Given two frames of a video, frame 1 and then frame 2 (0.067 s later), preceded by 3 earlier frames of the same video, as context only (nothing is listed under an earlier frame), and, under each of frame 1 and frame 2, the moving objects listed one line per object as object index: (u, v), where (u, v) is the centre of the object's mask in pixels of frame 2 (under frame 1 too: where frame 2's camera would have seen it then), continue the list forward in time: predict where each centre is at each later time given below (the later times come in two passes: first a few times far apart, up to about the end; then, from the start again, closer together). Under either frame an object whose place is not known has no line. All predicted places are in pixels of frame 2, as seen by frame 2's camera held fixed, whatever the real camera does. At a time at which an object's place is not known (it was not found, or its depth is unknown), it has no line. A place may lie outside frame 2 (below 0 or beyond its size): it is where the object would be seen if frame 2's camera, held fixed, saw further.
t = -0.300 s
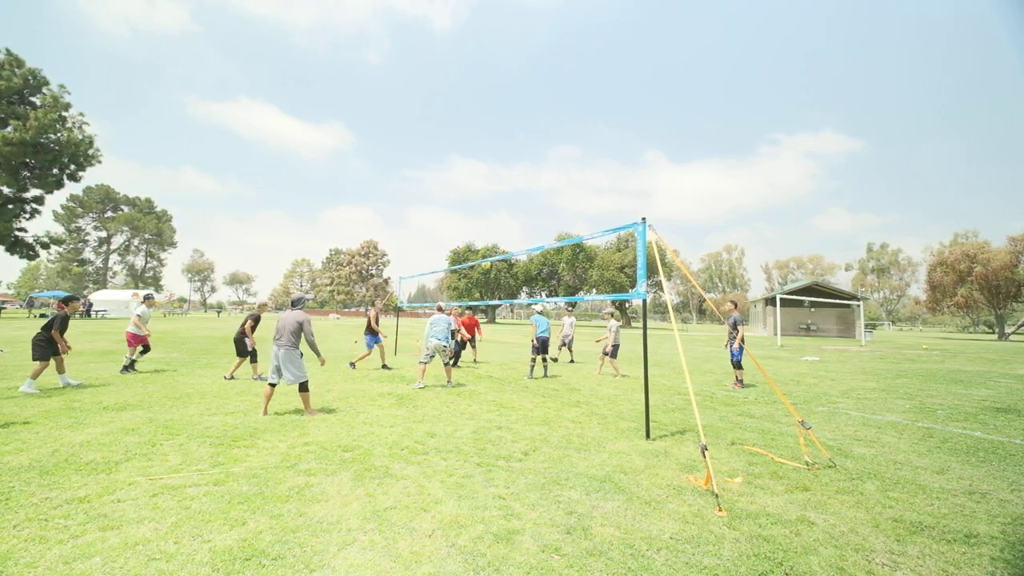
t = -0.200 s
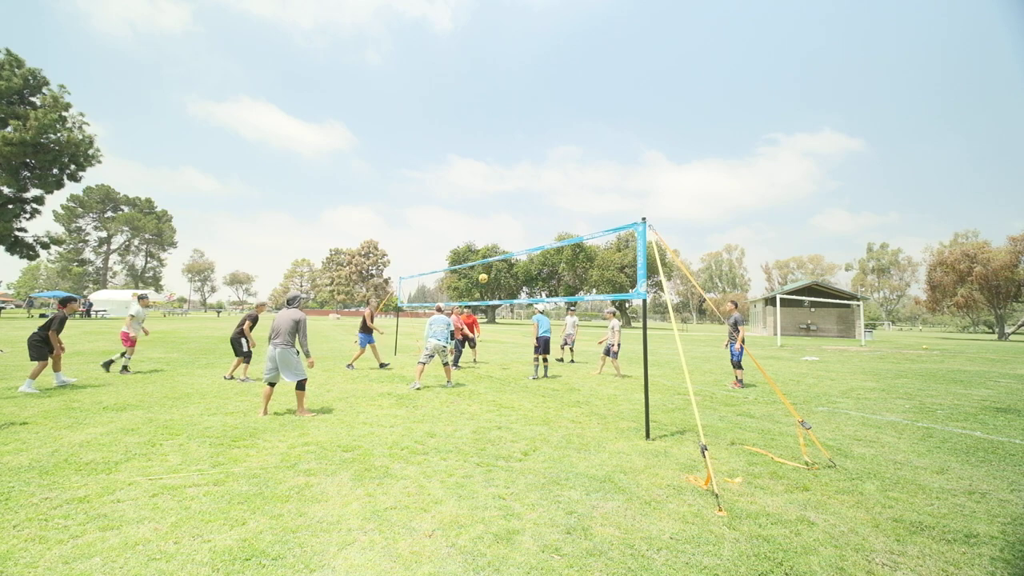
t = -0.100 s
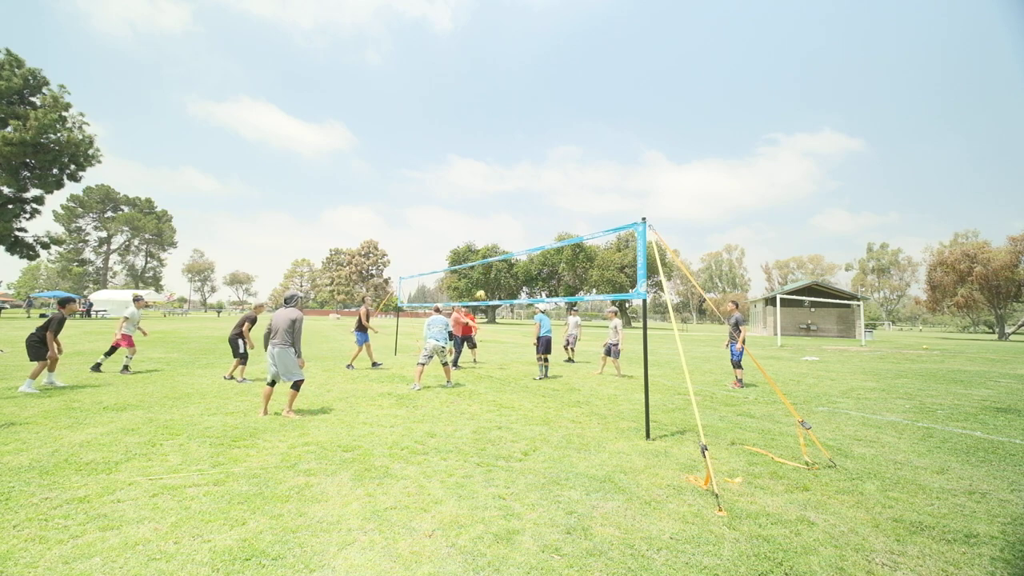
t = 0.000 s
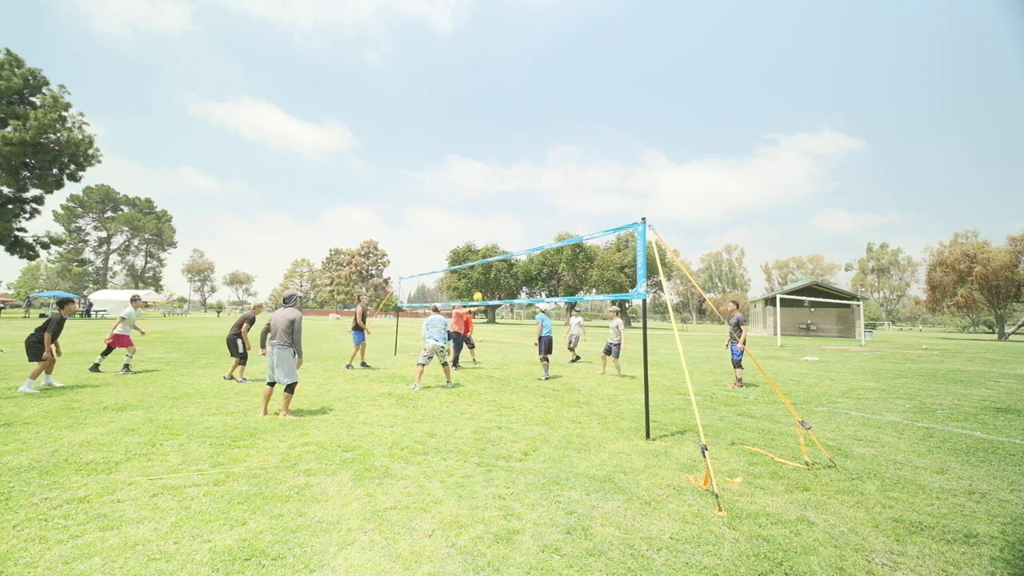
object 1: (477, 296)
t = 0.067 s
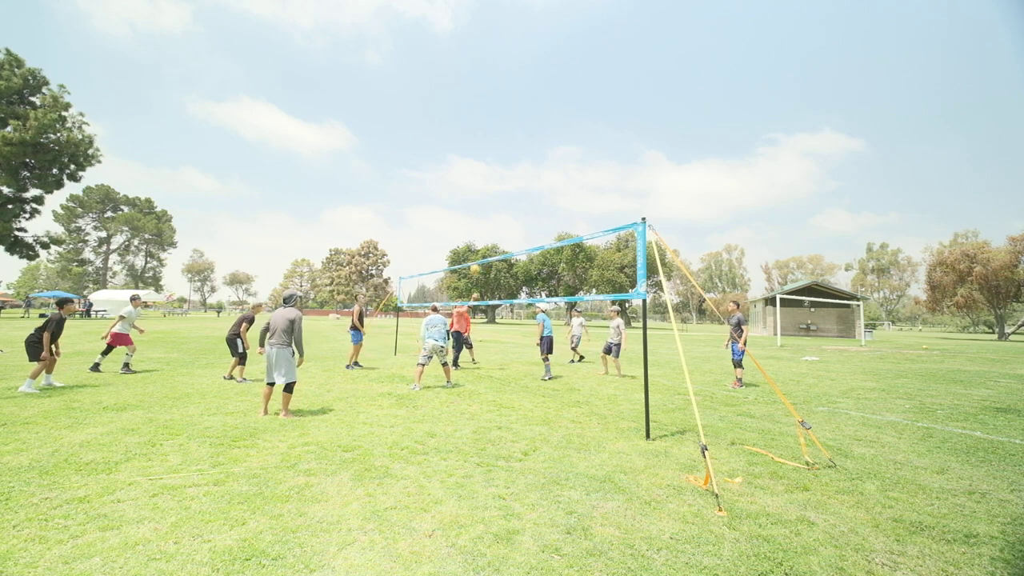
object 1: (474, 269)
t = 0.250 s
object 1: (466, 197)
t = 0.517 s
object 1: (453, 110)
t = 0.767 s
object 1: (442, 50)
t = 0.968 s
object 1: (434, 20)
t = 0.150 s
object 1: (471, 235)
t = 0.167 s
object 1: (470, 228)
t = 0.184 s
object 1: (469, 222)
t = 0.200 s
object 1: (468, 215)
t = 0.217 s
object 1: (467, 209)
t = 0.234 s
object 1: (467, 203)
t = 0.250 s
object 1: (466, 197)
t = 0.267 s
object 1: (465, 191)
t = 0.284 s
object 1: (465, 185)
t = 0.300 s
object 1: (463, 179)
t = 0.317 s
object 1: (462, 173)
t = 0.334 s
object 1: (462, 168)
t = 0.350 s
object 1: (461, 162)
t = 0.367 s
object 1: (460, 156)
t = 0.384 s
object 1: (459, 151)
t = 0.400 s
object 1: (459, 145)
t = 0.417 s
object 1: (458, 140)
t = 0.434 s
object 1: (457, 135)
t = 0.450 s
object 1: (456, 130)
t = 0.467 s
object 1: (456, 125)
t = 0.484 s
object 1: (455, 120)
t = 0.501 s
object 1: (454, 115)
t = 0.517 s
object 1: (453, 110)
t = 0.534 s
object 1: (453, 105)
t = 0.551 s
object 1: (452, 101)
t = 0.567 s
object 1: (451, 96)
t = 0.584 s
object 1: (450, 92)
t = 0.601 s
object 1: (450, 88)
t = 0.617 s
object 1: (449, 83)
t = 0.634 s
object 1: (448, 80)
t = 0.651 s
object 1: (447, 75)
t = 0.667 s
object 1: (447, 71)
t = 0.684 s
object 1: (446, 68)
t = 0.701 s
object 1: (445, 64)
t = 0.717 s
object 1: (444, 60)
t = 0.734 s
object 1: (444, 57)
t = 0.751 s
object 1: (443, 53)
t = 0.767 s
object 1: (442, 50)
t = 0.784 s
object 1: (441, 47)
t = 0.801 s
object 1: (441, 44)
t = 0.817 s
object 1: (440, 41)
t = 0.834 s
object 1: (440, 38)
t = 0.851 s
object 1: (439, 36)
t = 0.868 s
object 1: (438, 33)
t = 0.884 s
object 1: (438, 31)
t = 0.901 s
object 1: (437, 29)
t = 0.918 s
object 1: (436, 27)
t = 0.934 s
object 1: (436, 24)
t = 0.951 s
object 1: (435, 22)
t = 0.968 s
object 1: (434, 20)
